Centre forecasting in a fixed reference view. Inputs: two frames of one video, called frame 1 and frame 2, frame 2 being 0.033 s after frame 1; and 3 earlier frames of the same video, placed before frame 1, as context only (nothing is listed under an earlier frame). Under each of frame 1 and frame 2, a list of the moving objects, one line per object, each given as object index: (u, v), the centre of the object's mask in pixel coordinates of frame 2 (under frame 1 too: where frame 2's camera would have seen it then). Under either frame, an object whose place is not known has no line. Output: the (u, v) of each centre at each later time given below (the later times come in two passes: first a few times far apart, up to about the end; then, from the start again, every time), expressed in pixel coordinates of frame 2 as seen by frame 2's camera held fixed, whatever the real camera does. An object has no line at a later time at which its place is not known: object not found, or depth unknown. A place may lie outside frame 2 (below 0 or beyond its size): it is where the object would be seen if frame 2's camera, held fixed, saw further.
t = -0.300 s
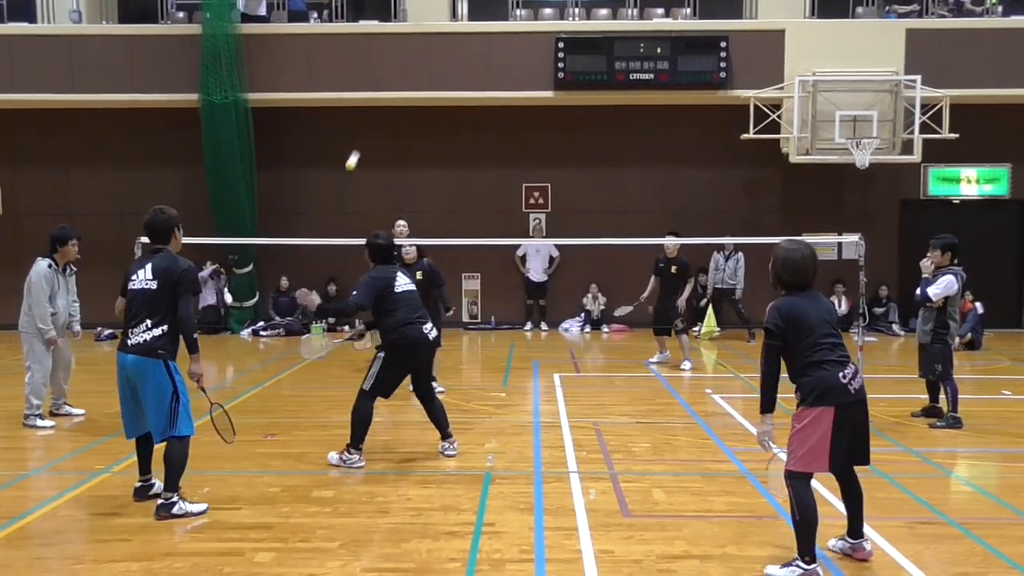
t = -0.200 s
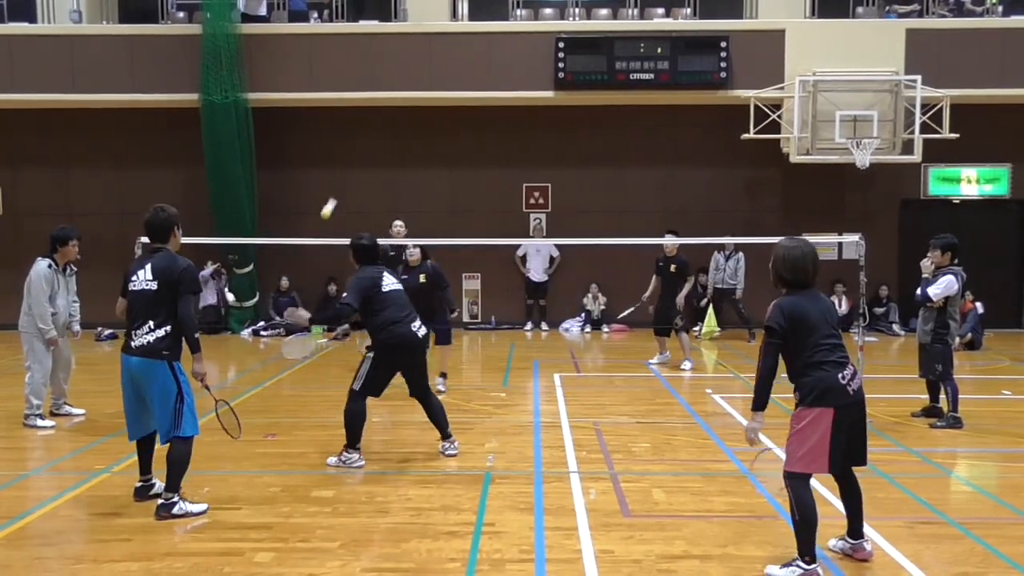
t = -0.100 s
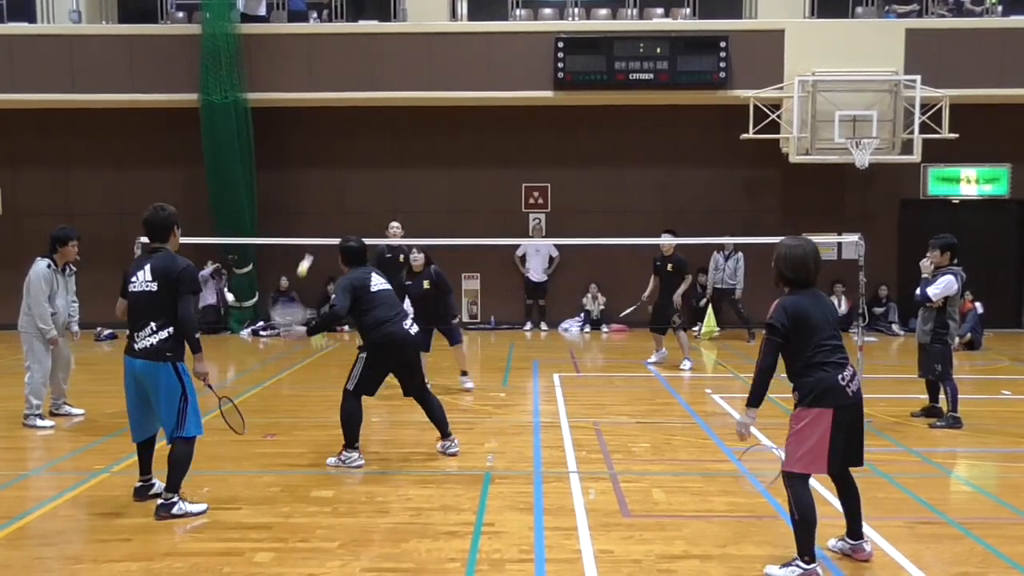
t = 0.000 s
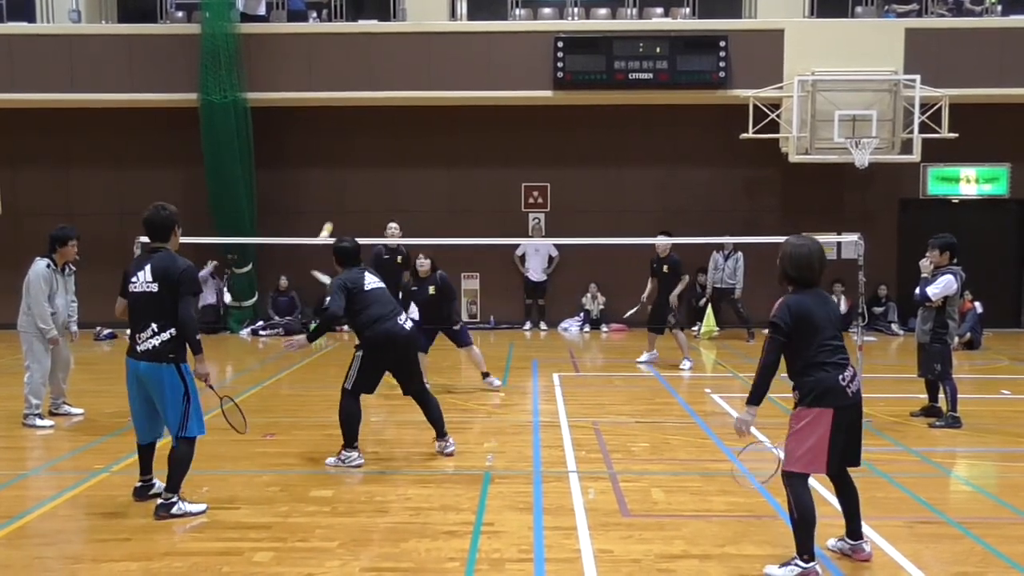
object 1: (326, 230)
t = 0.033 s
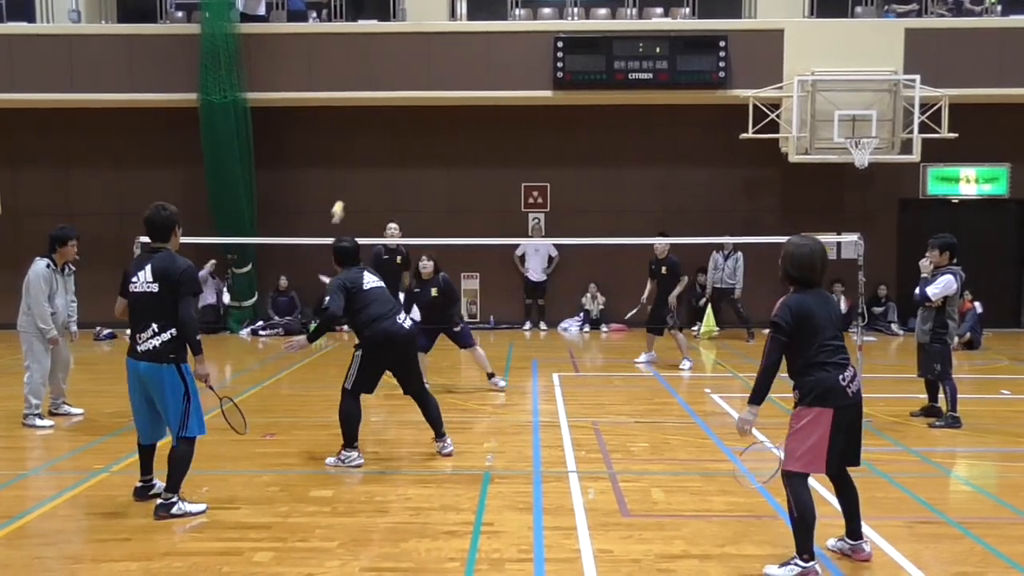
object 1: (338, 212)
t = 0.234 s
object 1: (388, 138)
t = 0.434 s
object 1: (421, 127)
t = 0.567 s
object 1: (437, 143)
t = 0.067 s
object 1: (349, 192)
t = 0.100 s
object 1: (358, 176)
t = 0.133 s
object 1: (366, 163)
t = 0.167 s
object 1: (374, 152)
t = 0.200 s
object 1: (381, 144)
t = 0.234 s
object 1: (388, 138)
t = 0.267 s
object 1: (394, 133)
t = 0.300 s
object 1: (401, 129)
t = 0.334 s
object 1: (407, 126)
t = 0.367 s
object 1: (412, 125)
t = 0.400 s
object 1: (417, 126)
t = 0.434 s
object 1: (421, 127)
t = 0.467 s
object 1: (426, 130)
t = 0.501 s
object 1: (430, 133)
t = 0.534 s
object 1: (433, 138)
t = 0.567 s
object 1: (437, 143)
